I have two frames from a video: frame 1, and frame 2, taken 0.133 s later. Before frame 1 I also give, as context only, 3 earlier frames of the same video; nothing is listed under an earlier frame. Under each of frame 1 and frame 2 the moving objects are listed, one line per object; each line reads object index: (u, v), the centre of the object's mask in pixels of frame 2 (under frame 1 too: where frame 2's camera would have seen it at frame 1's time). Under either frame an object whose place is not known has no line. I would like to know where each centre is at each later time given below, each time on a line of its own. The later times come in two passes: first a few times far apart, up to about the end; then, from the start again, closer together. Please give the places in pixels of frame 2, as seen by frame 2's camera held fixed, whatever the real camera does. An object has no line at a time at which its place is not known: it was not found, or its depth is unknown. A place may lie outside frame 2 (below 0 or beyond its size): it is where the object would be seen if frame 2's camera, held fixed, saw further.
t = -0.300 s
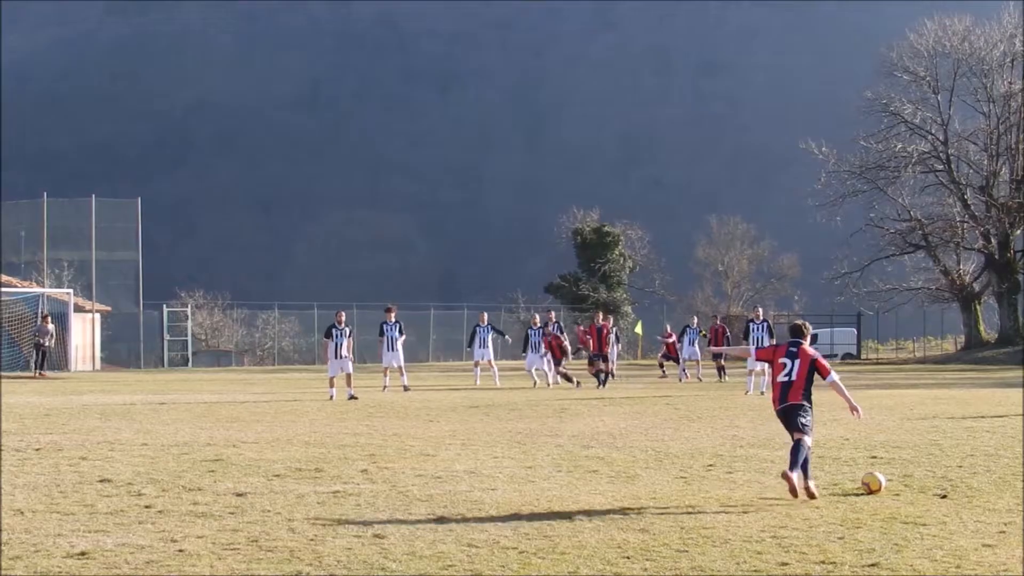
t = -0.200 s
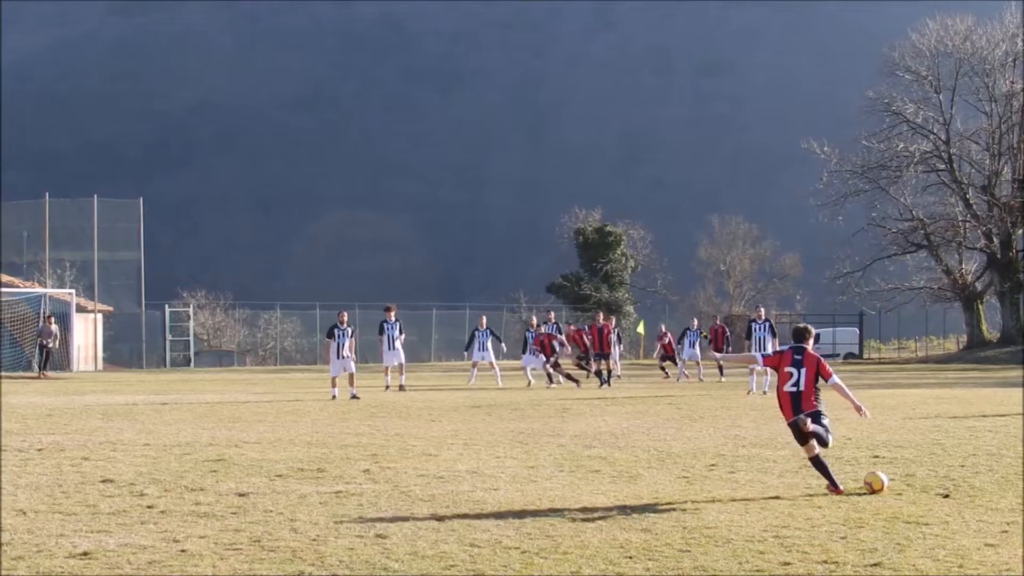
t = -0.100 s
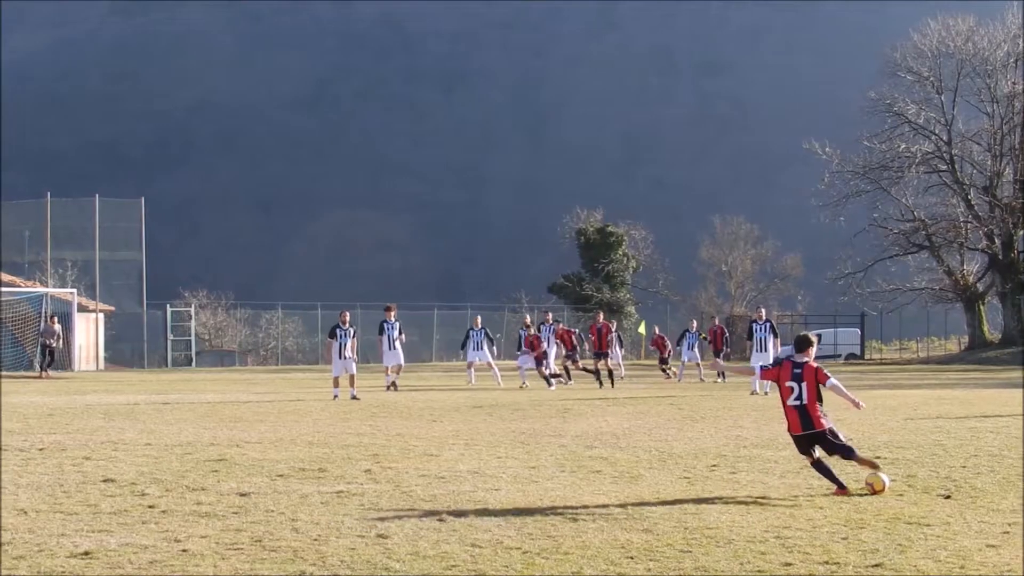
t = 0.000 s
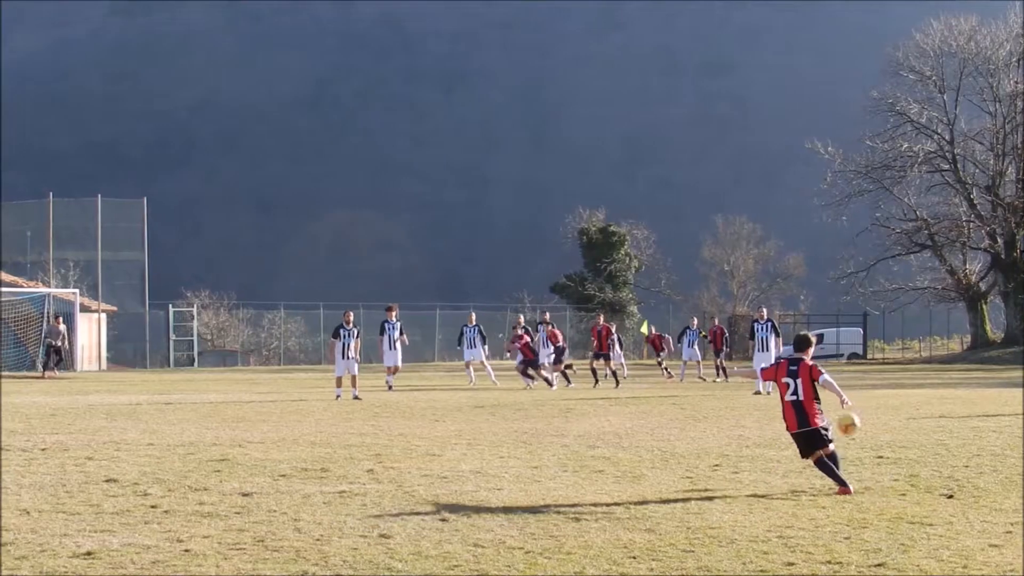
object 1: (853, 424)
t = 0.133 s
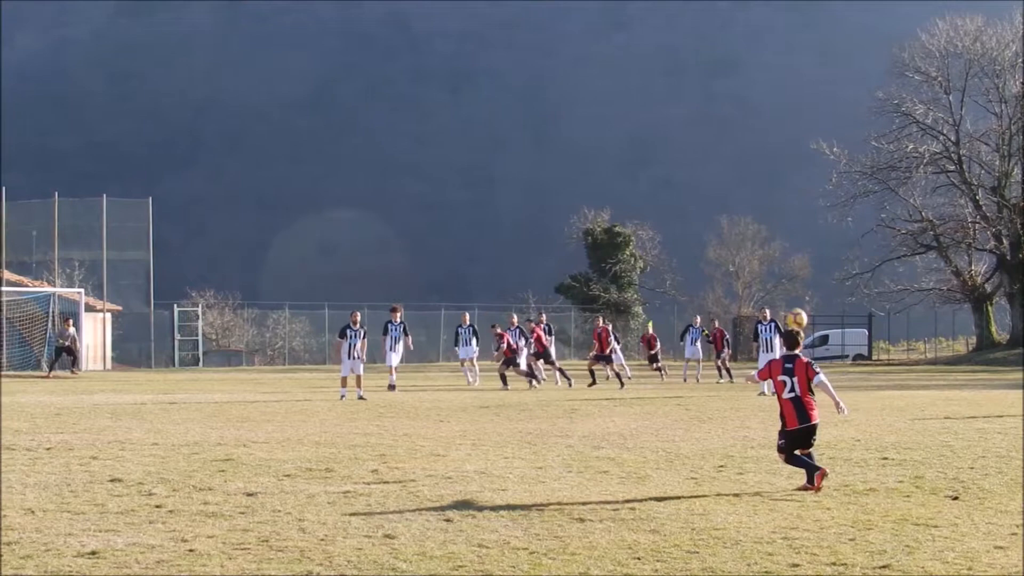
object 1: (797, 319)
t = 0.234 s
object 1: (763, 259)
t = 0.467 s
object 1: (702, 166)
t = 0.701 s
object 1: (656, 121)
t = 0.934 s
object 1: (623, 108)
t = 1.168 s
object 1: (597, 117)
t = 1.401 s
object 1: (574, 143)
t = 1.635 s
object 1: (555, 183)
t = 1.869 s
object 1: (539, 232)
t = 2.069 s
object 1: (526, 282)
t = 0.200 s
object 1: (774, 277)
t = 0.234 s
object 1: (763, 259)
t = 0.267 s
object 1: (753, 241)
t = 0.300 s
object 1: (744, 227)
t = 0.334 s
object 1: (734, 212)
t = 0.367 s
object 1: (726, 199)
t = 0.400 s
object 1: (717, 187)
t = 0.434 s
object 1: (709, 176)
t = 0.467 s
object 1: (702, 166)
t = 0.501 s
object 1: (695, 157)
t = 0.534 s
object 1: (687, 149)
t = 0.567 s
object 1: (681, 142)
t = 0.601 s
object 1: (674, 136)
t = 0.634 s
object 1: (668, 130)
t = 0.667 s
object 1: (662, 125)
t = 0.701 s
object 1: (656, 121)
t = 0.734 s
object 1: (651, 117)
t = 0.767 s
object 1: (646, 114)
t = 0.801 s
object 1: (641, 113)
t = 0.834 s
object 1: (636, 110)
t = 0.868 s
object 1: (632, 109)
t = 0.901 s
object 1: (628, 108)
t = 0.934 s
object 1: (623, 108)
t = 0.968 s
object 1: (619, 108)
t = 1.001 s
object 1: (615, 108)
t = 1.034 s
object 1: (612, 109)
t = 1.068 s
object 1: (608, 110)
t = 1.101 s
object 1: (604, 112)
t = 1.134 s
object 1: (601, 114)
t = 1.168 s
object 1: (597, 117)
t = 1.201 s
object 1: (594, 120)
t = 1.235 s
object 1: (590, 123)
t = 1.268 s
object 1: (587, 126)
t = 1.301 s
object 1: (583, 130)
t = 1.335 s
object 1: (580, 134)
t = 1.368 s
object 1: (577, 139)
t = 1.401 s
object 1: (574, 143)
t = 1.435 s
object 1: (572, 148)
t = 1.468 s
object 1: (569, 154)
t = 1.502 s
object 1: (566, 159)
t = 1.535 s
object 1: (563, 165)
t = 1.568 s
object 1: (561, 171)
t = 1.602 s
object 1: (558, 176)
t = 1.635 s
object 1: (555, 183)
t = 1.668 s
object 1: (553, 189)
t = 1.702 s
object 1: (550, 196)
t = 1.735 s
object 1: (548, 203)
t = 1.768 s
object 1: (545, 210)
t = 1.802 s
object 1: (543, 218)
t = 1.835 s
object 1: (541, 225)
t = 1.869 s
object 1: (539, 232)
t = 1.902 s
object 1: (536, 240)
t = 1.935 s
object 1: (534, 248)
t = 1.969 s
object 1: (532, 256)
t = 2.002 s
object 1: (530, 264)
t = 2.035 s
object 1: (528, 273)
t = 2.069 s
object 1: (526, 282)
